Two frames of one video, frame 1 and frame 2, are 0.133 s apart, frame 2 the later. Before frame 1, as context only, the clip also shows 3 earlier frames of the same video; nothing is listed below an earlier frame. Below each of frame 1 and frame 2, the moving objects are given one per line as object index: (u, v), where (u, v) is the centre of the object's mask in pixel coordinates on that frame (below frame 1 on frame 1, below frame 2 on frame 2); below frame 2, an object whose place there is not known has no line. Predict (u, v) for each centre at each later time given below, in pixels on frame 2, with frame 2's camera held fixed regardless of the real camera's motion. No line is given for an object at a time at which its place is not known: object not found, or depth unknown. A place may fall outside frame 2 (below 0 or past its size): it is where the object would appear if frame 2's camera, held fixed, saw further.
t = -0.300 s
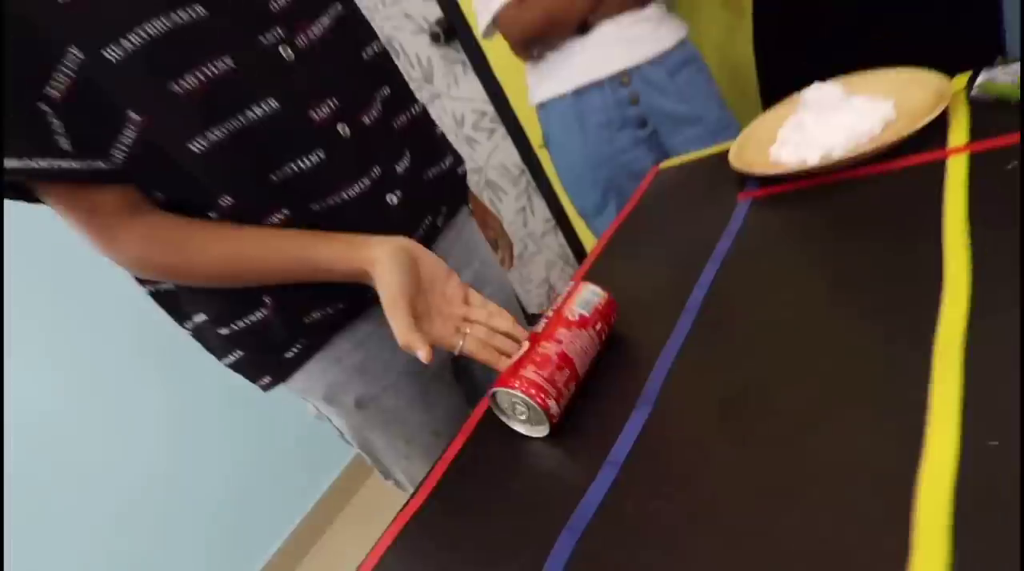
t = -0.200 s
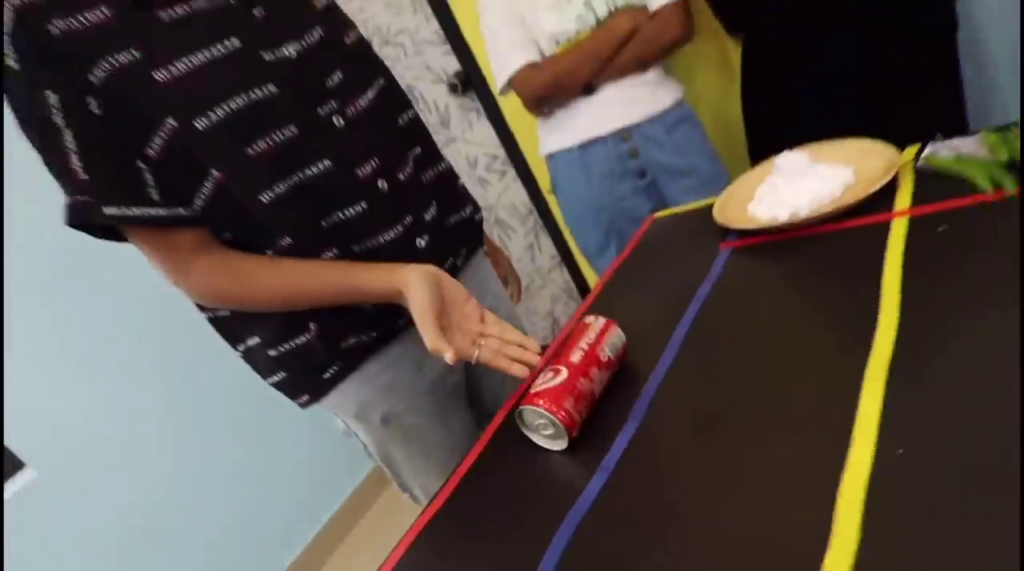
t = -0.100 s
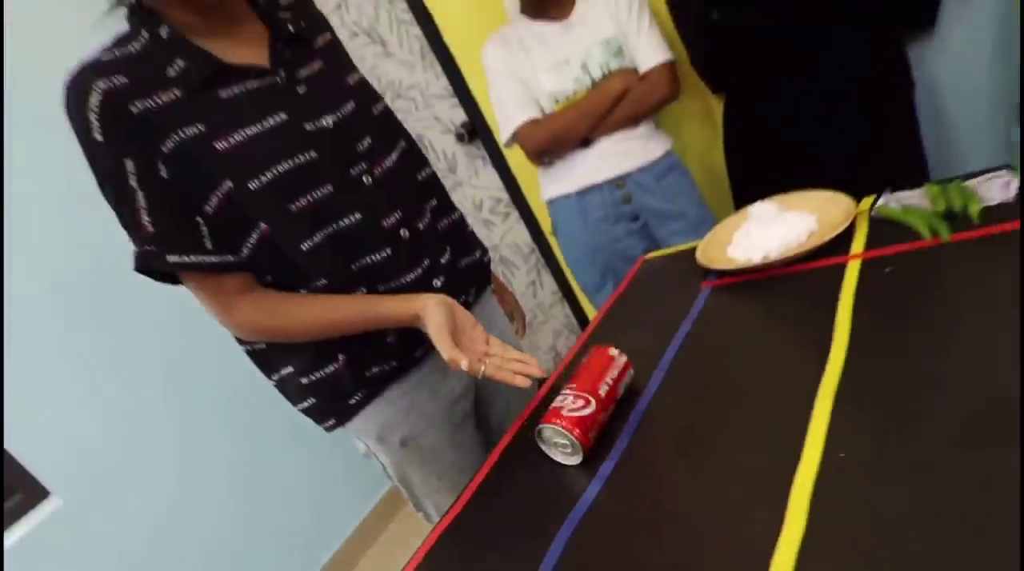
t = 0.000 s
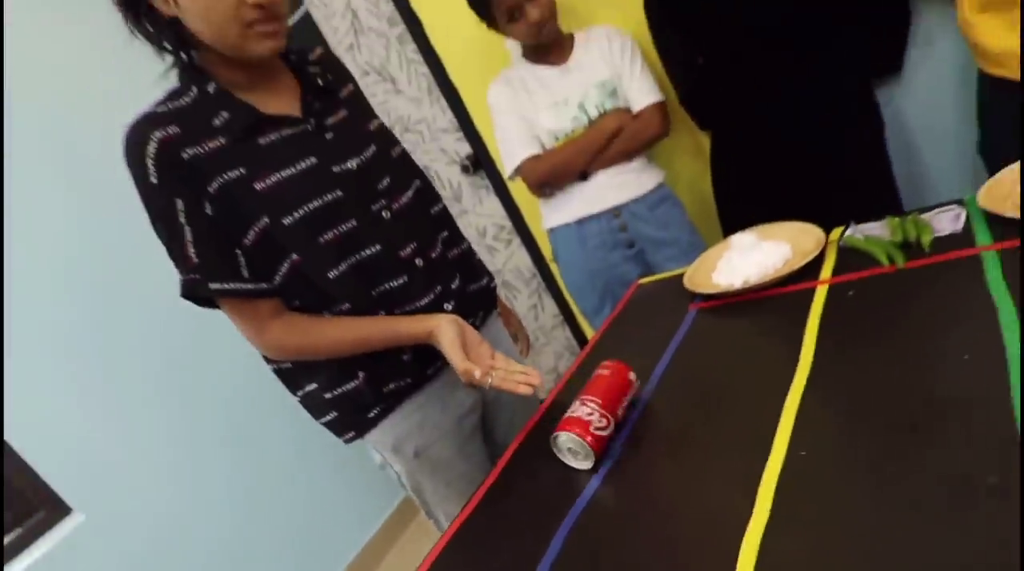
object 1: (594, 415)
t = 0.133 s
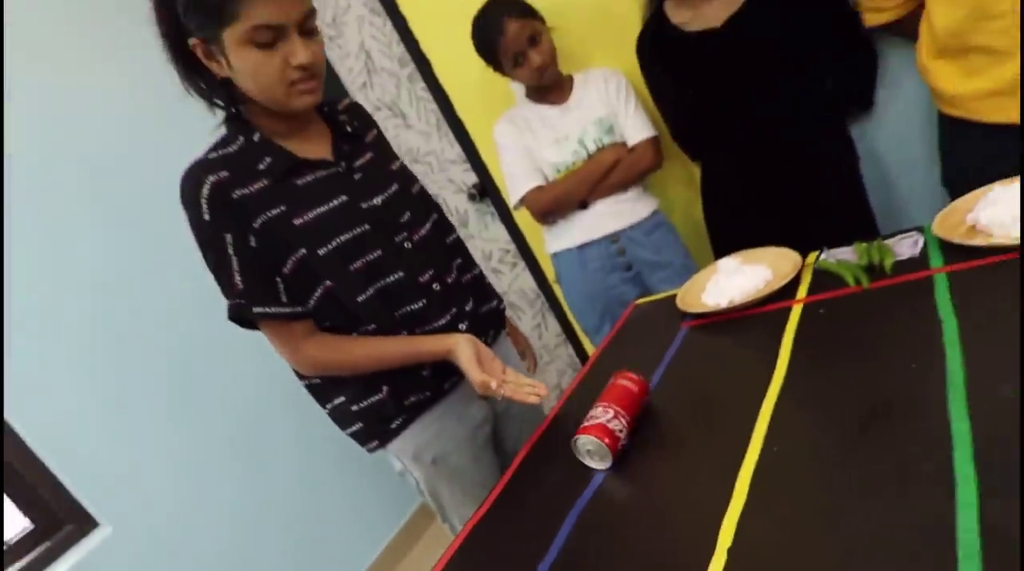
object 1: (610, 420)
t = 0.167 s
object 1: (614, 420)
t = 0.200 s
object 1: (618, 419)
